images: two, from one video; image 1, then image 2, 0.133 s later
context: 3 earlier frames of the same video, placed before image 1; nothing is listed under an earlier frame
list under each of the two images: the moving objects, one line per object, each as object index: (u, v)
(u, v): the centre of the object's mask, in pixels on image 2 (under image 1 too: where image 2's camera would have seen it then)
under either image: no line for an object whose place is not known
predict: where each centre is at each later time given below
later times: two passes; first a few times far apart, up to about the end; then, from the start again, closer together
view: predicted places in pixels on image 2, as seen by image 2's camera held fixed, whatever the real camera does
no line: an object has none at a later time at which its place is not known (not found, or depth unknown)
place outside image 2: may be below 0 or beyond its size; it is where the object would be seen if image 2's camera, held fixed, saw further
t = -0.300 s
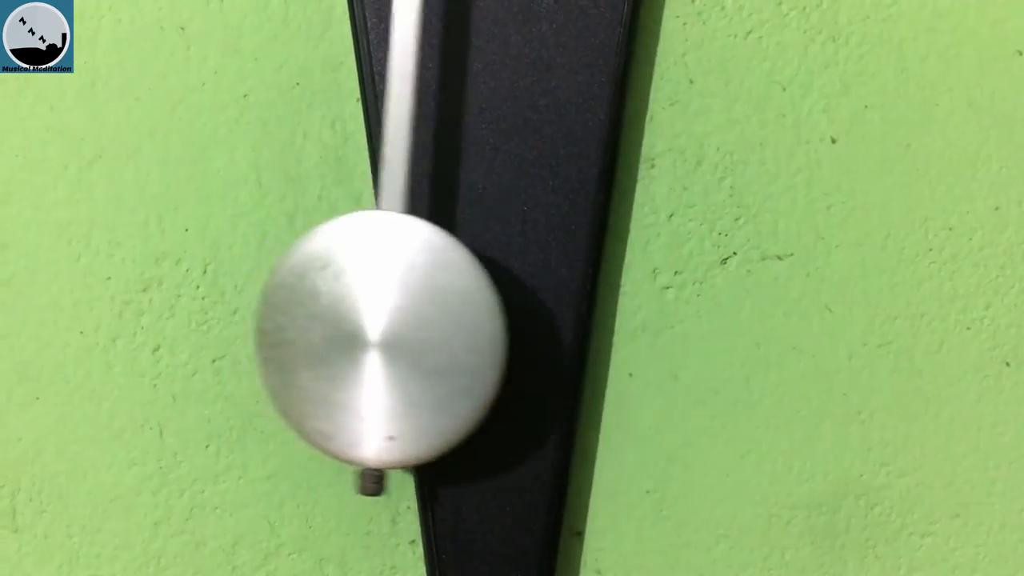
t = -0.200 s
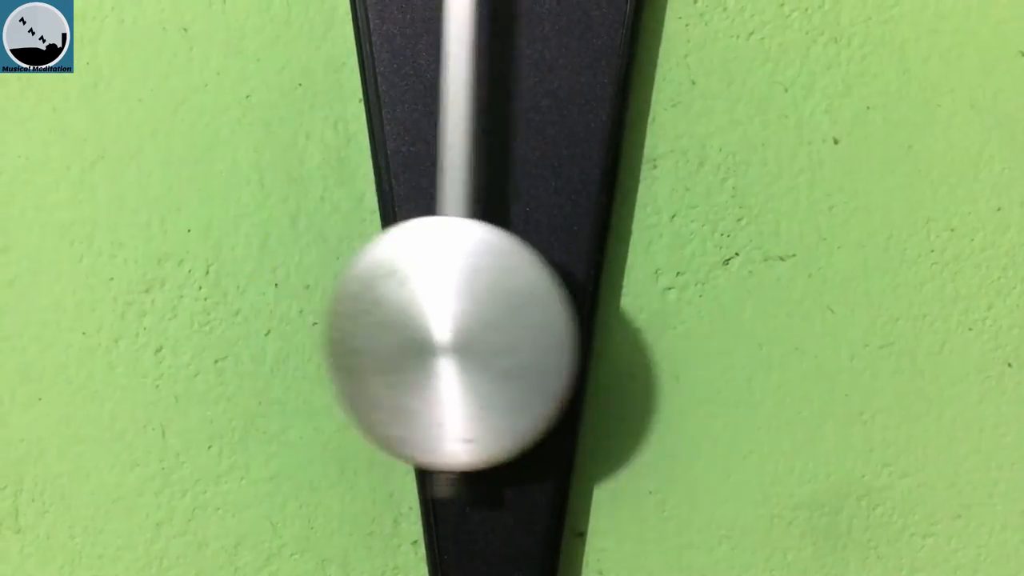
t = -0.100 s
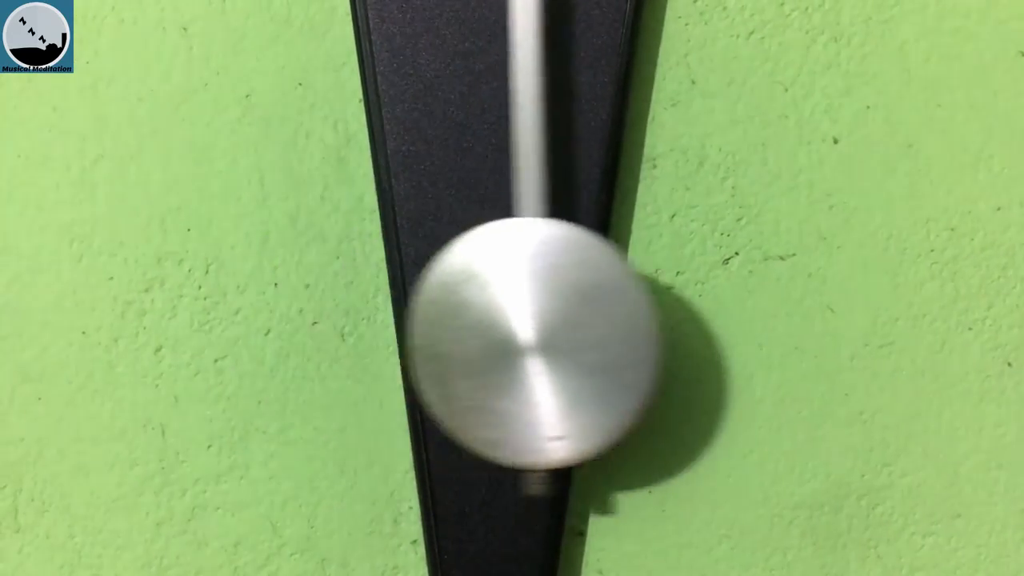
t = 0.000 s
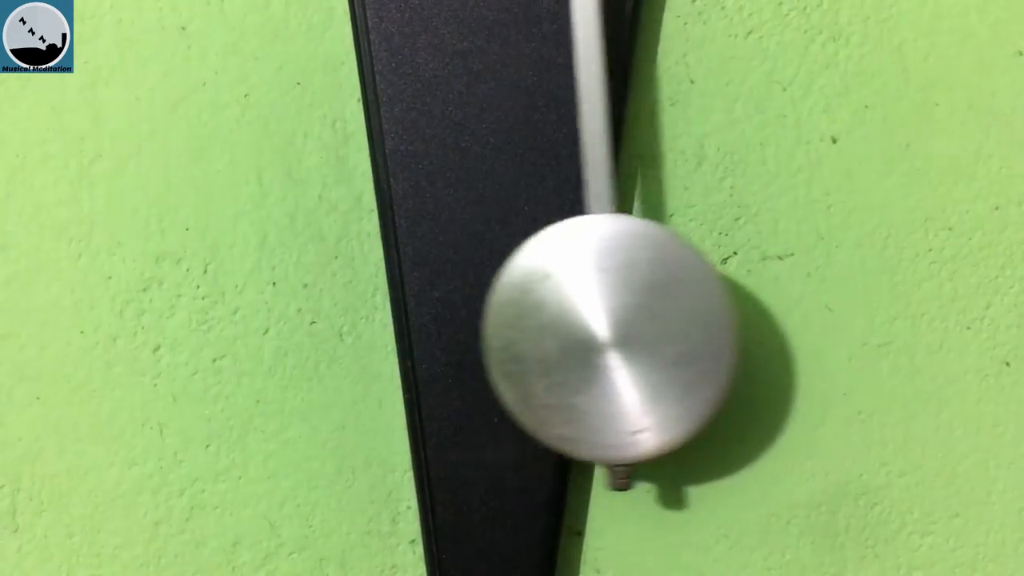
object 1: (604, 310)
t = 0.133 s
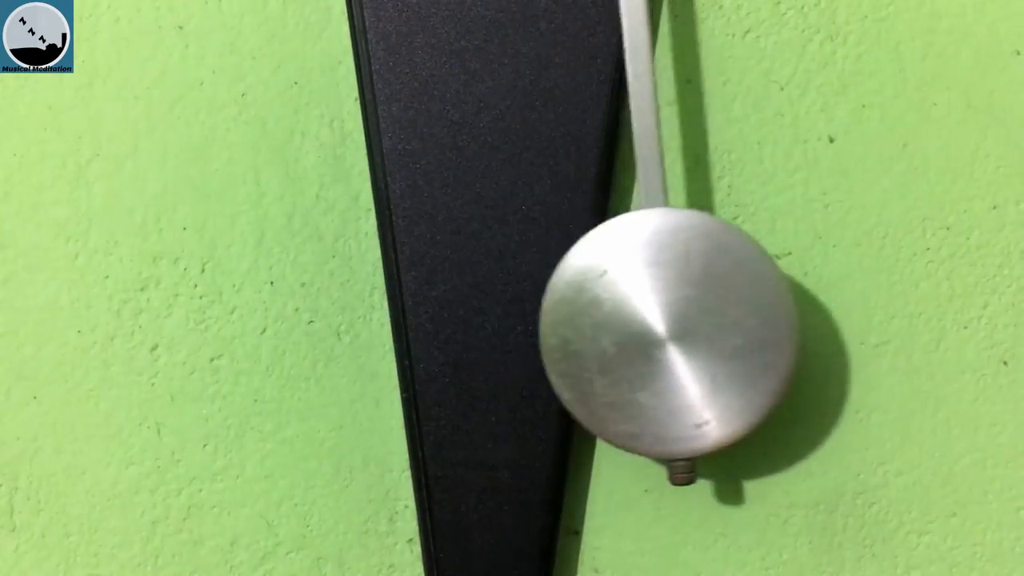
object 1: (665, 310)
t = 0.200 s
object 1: (668, 311)
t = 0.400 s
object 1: (565, 313)
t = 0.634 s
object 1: (390, 312)
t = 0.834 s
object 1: (367, 312)
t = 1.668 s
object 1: (492, 309)
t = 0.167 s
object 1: (669, 311)
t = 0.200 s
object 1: (668, 311)
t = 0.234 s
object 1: (661, 312)
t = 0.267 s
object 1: (650, 312)
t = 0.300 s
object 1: (634, 313)
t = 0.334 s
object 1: (614, 313)
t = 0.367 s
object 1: (591, 314)
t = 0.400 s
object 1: (565, 313)
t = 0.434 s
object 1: (538, 314)
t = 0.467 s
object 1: (512, 312)
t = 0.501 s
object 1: (484, 313)
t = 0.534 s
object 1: (458, 313)
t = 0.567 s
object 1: (433, 312)
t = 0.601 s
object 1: (410, 312)
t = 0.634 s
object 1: (390, 312)
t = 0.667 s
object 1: (374, 312)
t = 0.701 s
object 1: (363, 311)
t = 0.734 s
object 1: (356, 312)
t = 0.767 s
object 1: (355, 312)
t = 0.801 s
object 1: (358, 312)
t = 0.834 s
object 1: (367, 312)
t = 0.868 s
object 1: (381, 311)
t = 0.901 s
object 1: (398, 309)
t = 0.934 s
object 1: (419, 310)
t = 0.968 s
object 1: (443, 310)
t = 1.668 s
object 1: (492, 309)
